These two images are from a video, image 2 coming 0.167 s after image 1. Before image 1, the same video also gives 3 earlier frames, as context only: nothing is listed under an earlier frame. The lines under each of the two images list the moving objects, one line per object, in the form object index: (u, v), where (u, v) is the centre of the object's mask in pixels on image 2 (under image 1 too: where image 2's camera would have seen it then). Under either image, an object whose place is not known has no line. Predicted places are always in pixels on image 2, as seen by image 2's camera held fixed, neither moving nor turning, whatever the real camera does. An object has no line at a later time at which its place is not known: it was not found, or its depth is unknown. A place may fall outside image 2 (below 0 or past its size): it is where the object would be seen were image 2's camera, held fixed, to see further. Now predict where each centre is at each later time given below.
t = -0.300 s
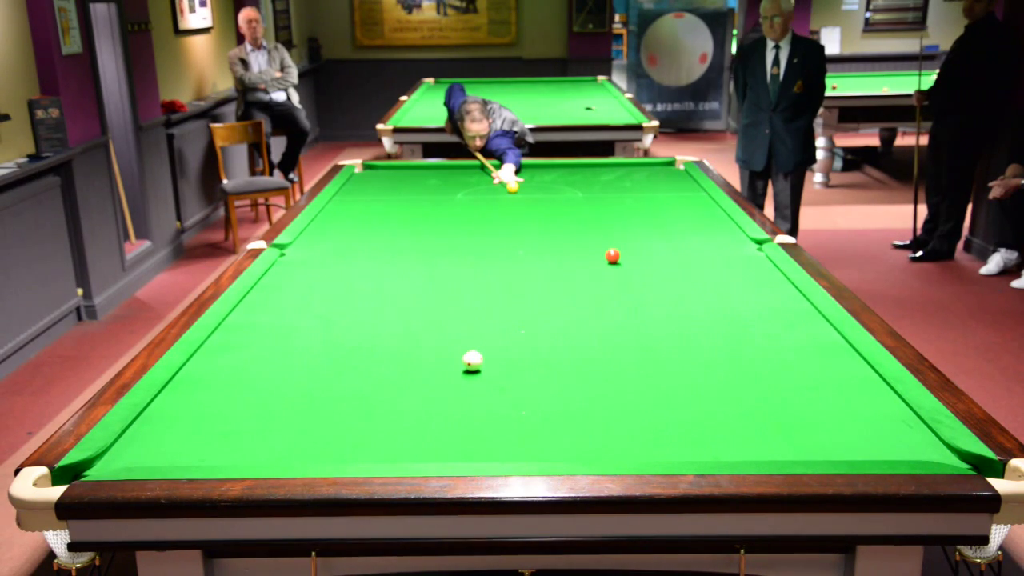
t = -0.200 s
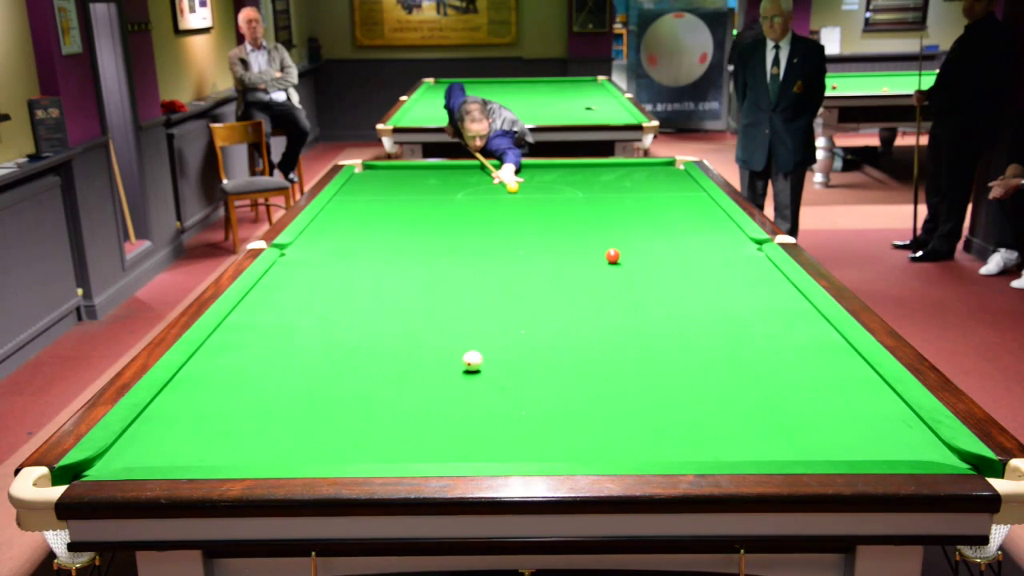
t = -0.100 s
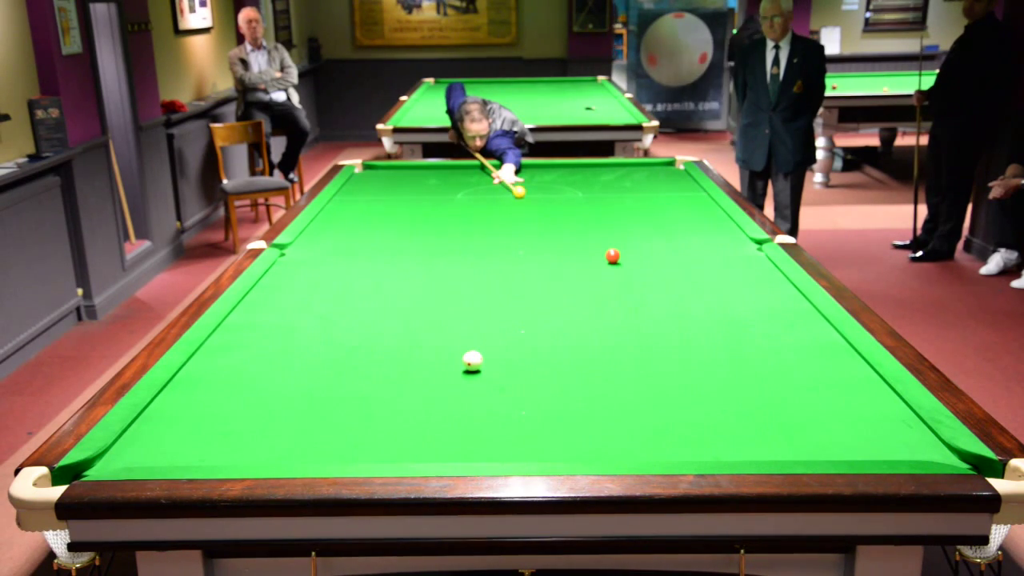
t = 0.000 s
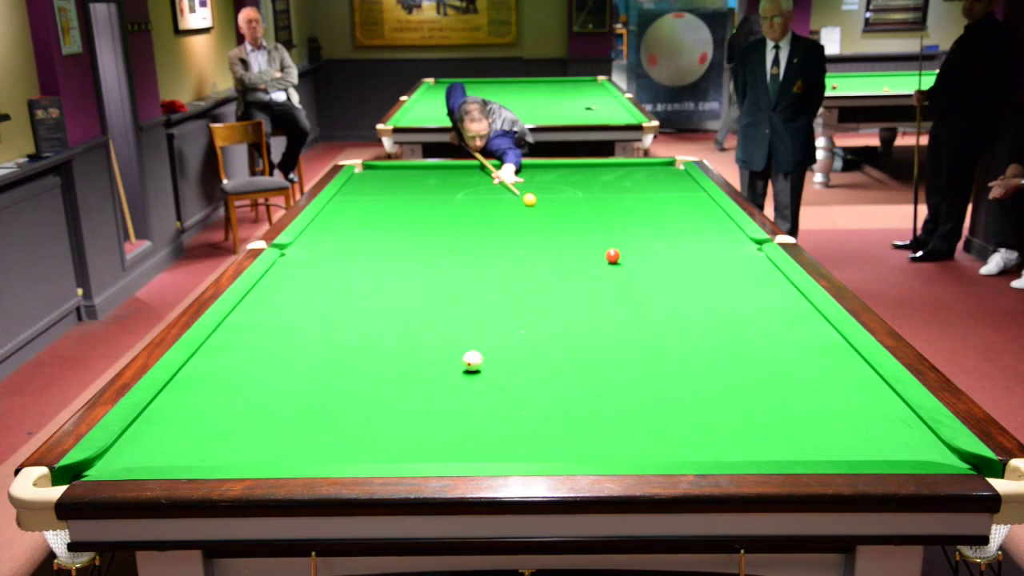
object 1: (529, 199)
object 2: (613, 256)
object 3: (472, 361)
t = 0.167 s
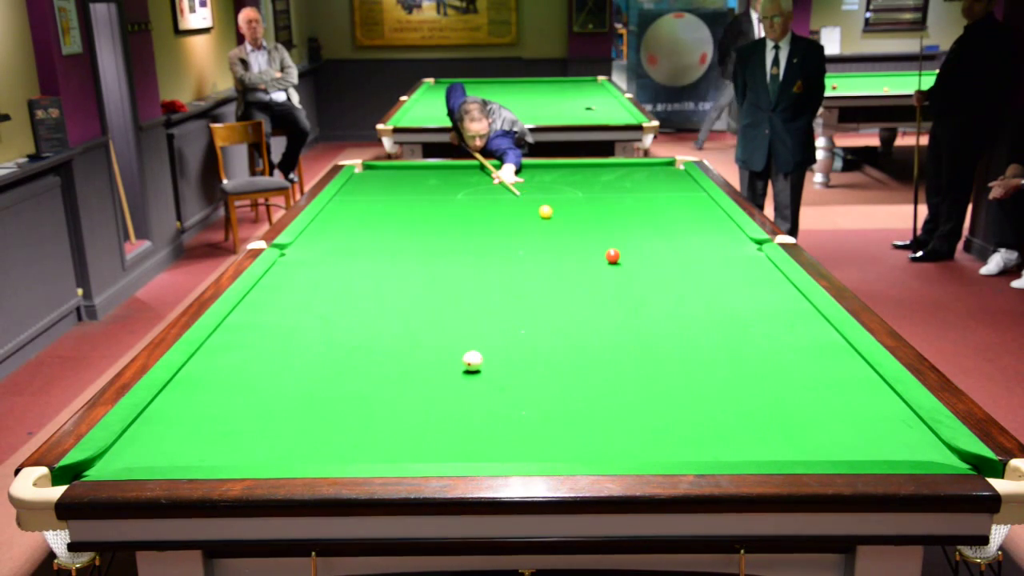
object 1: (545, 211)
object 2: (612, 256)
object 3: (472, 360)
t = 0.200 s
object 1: (548, 214)
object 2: (612, 256)
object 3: (472, 360)
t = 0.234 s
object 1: (551, 216)
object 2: (612, 256)
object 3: (472, 360)
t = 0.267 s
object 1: (554, 218)
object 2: (612, 256)
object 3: (472, 360)
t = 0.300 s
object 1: (557, 220)
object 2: (612, 256)
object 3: (472, 360)
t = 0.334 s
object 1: (560, 222)
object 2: (612, 256)
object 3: (472, 360)
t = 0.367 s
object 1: (563, 225)
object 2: (612, 256)
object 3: (472, 360)
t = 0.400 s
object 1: (566, 227)
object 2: (612, 256)
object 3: (472, 360)
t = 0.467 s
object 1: (573, 232)
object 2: (612, 256)
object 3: (472, 360)
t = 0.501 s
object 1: (576, 234)
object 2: (612, 256)
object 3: (472, 360)
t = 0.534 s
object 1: (579, 236)
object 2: (612, 256)
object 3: (472, 360)
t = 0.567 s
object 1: (583, 239)
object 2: (612, 256)
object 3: (472, 360)
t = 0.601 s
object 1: (586, 242)
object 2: (612, 256)
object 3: (472, 360)
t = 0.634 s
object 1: (590, 244)
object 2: (612, 256)
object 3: (472, 360)
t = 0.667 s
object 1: (593, 247)
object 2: (612, 256)
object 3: (472, 360)
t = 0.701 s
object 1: (597, 250)
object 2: (612, 256)
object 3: (472, 360)
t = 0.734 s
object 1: (600, 252)
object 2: (613, 256)
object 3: (472, 360)
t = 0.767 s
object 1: (600, 254)
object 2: (617, 257)
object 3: (472, 360)
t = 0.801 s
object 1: (597, 255)
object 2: (624, 258)
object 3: (472, 360)
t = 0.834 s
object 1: (595, 256)
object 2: (630, 260)
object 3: (472, 361)
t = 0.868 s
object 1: (593, 258)
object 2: (636, 262)
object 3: (472, 361)
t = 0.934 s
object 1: (590, 261)
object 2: (646, 264)
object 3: (472, 360)
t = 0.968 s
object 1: (588, 262)
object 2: (651, 266)
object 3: (472, 360)
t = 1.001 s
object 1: (587, 264)
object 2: (656, 267)
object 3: (472, 361)
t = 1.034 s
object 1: (585, 265)
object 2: (661, 268)
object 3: (472, 361)
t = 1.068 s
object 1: (584, 266)
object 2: (666, 270)
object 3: (472, 360)
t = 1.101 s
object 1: (582, 268)
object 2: (671, 271)
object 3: (472, 361)
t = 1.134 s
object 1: (580, 269)
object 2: (676, 273)
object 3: (472, 360)
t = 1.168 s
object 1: (579, 271)
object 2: (681, 274)
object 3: (472, 360)
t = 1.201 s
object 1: (577, 272)
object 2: (686, 275)
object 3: (472, 360)
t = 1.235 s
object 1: (576, 274)
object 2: (691, 277)
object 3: (472, 360)
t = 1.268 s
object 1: (574, 275)
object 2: (697, 278)
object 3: (472, 361)
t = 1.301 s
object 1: (573, 277)
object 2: (702, 279)
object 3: (472, 361)
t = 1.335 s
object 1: (571, 279)
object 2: (707, 281)
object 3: (472, 361)
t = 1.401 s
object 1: (568, 282)
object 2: (718, 284)
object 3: (472, 361)
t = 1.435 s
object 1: (566, 283)
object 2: (723, 285)
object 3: (472, 361)
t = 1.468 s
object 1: (564, 285)
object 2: (728, 286)
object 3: (472, 361)
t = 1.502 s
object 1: (563, 286)
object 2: (734, 288)
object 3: (472, 361)
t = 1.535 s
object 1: (561, 288)
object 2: (739, 289)
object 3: (472, 361)
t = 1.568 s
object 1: (559, 289)
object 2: (745, 291)
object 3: (472, 361)
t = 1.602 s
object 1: (557, 291)
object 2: (750, 292)
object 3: (472, 361)
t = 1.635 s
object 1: (556, 293)
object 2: (756, 294)
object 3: (472, 361)
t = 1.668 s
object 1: (554, 294)
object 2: (761, 295)
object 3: (472, 361)
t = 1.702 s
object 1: (552, 296)
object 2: (767, 297)
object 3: (472, 361)
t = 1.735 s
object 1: (551, 297)
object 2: (773, 298)
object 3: (472, 361)
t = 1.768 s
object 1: (549, 299)
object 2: (778, 300)
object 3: (472, 361)
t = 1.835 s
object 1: (545, 302)
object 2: (789, 303)
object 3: (472, 361)
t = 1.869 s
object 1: (543, 304)
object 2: (795, 304)
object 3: (472, 361)
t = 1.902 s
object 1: (542, 306)
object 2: (801, 306)
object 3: (472, 361)
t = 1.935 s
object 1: (540, 307)
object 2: (807, 307)
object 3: (472, 361)
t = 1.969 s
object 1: (538, 309)
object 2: (807, 309)
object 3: (472, 361)
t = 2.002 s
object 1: (536, 311)
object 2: (806, 310)
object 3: (472, 361)
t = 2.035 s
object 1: (534, 313)
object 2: (804, 311)
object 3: (472, 361)
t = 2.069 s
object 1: (533, 314)
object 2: (803, 312)
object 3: (472, 361)
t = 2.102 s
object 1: (531, 316)
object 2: (802, 314)
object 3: (472, 361)
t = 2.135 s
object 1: (529, 318)
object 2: (801, 315)
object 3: (472, 361)
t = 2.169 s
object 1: (527, 319)
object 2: (800, 317)
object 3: (472, 361)
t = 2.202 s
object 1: (525, 321)
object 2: (799, 318)
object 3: (472, 361)
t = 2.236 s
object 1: (523, 323)
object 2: (797, 319)
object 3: (472, 361)
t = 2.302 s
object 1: (519, 326)
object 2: (795, 322)
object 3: (472, 361)
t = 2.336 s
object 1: (517, 328)
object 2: (794, 323)
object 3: (472, 361)
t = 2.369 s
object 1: (516, 330)
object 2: (793, 324)
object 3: (472, 360)
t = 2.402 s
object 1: (514, 332)
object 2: (792, 326)
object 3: (472, 361)
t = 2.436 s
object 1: (512, 333)
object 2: (791, 327)
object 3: (472, 361)
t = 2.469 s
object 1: (510, 335)
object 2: (790, 328)
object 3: (472, 360)
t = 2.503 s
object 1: (508, 337)
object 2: (788, 330)
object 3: (472, 360)
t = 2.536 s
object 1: (506, 339)
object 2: (787, 331)
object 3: (472, 361)
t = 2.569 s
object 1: (504, 340)
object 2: (786, 332)
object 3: (472, 360)
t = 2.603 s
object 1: (502, 342)
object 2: (785, 334)
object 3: (472, 360)
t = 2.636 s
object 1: (500, 344)
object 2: (784, 335)
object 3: (472, 360)
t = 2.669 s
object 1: (498, 346)
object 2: (783, 336)
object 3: (472, 360)
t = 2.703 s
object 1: (496, 348)
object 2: (782, 338)
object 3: (472, 360)
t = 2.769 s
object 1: (492, 351)
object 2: (779, 340)
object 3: (472, 361)
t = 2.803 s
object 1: (490, 353)
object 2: (778, 341)
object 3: (472, 361)
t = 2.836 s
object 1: (489, 355)
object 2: (777, 343)
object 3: (472, 361)
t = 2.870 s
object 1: (488, 356)
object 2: (776, 344)
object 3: (471, 361)
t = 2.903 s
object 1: (488, 357)
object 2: (775, 345)
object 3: (468, 362)
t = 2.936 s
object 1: (488, 358)
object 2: (774, 347)
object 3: (466, 363)
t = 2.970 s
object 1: (489, 359)
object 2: (773, 348)
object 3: (464, 364)
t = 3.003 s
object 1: (489, 359)
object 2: (772, 349)
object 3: (462, 365)
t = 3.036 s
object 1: (490, 360)
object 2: (770, 351)
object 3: (460, 366)
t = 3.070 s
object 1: (490, 361)
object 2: (769, 352)
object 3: (457, 367)
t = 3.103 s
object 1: (491, 362)
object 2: (768, 353)
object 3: (455, 368)
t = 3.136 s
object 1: (491, 362)
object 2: (767, 355)
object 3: (453, 369)
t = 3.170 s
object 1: (492, 363)
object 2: (766, 356)
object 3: (451, 369)
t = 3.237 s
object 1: (493, 365)
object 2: (764, 358)
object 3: (447, 371)
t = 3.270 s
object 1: (493, 365)
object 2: (762, 360)
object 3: (445, 372)
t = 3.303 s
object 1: (494, 366)
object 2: (761, 361)
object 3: (443, 373)
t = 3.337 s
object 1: (494, 366)
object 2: (760, 362)
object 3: (441, 374)
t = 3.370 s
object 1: (495, 367)
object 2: (759, 364)
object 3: (439, 375)
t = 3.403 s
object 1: (495, 368)
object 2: (758, 365)
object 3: (437, 375)
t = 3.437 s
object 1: (495, 368)
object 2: (757, 366)
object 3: (435, 376)
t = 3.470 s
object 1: (496, 369)
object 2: (756, 367)
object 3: (433, 377)
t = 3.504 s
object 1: (496, 370)
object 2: (754, 368)
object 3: (432, 378)
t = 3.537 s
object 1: (496, 370)
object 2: (753, 370)
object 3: (430, 378)
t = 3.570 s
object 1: (497, 371)
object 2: (752, 371)
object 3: (428, 379)
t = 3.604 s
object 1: (497, 371)
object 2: (751, 372)
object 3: (426, 380)
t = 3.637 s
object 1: (497, 372)
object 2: (750, 373)
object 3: (424, 381)
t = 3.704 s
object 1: (498, 373)
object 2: (748, 376)
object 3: (421, 382)
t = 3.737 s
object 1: (499, 373)
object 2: (746, 377)
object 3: (419, 383)
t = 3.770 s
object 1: (499, 374)
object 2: (745, 378)
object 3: (418, 384)
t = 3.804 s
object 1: (499, 374)
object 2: (744, 379)
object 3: (416, 384)
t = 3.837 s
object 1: (499, 375)
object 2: (743, 381)
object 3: (414, 385)
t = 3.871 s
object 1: (500, 375)
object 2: (742, 382)
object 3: (412, 386)
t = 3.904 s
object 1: (500, 376)
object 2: (741, 383)
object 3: (411, 387)
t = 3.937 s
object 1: (500, 375)
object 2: (740, 384)
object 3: (409, 388)
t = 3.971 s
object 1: (501, 376)
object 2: (739, 385)
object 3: (408, 388)
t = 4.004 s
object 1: (501, 376)
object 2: (738, 386)
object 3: (406, 389)
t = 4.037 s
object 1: (501, 377)
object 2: (736, 388)
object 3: (405, 390)
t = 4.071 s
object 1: (501, 378)
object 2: (736, 389)
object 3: (403, 390)
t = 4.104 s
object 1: (501, 378)
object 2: (735, 390)
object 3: (402, 391)
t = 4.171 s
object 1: (502, 378)
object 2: (732, 392)
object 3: (399, 392)
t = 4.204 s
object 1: (502, 378)
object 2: (731, 394)
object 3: (397, 393)
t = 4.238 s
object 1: (502, 378)
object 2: (730, 395)
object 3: (396, 393)
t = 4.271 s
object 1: (502, 378)
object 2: (729, 396)
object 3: (395, 394)
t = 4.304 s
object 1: (502, 379)
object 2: (728, 397)
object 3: (393, 394)
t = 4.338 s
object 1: (502, 379)
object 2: (727, 398)
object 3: (392, 395)
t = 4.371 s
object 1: (502, 379)
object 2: (726, 399)
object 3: (391, 395)
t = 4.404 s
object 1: (502, 379)
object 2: (725, 400)
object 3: (390, 396)
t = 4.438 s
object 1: (502, 379)
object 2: (724, 401)
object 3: (388, 397)
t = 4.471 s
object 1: (502, 380)
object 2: (723, 402)
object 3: (387, 397)
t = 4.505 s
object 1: (502, 380)
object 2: (722, 403)
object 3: (386, 398)
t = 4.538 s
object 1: (502, 380)
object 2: (721, 404)
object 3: (385, 398)
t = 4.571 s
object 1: (502, 380)
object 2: (720, 405)
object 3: (384, 398)
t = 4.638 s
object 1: (502, 380)
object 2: (718, 407)
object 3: (381, 399)
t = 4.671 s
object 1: (502, 380)
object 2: (717, 408)
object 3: (380, 400)
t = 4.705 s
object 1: (502, 380)
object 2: (716, 409)
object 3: (379, 400)
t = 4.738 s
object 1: (502, 380)
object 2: (715, 410)
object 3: (378, 400)
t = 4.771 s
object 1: (502, 380)
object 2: (714, 411)
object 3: (377, 401)
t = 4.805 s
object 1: (502, 380)
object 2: (713, 412)
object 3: (377, 401)
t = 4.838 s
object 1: (502, 380)
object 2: (712, 413)
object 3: (376, 402)
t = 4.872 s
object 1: (502, 380)
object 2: (711, 414)
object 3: (375, 402)
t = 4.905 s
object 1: (502, 380)
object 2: (710, 415)
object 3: (374, 403)
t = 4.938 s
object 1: (502, 380)
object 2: (709, 416)
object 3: (373, 403)
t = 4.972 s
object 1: (502, 380)
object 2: (708, 417)
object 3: (372, 403)
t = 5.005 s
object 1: (502, 380)
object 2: (707, 418)
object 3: (371, 404)
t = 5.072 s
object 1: (502, 380)
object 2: (705, 419)
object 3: (370, 404)
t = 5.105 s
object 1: (502, 380)
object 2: (705, 420)
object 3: (369, 405)
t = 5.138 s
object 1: (502, 380)
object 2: (704, 421)
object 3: (369, 405)
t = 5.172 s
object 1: (502, 380)
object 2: (703, 422)
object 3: (368, 405)
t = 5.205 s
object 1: (502, 380)
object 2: (702, 423)
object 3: (367, 405)
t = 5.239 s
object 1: (502, 380)
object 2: (701, 423)
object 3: (367, 406)
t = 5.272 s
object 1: (502, 380)
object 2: (700, 424)
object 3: (366, 406)
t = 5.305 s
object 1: (502, 380)
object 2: (700, 425)
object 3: (366, 406)
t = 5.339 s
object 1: (502, 380)
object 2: (699, 426)
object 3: (365, 406)
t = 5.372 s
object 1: (502, 380)
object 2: (698, 427)
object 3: (365, 407)
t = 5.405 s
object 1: (502, 380)
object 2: (697, 427)
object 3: (364, 407)
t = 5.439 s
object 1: (502, 380)
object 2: (697, 428)
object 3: (364, 407)
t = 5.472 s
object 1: (502, 380)
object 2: (696, 429)
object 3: (364, 407)
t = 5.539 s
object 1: (502, 380)
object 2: (694, 430)
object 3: (363, 408)
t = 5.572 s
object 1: (502, 380)
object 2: (694, 431)
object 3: (363, 408)
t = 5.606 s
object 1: (502, 380)
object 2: (693, 431)
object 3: (362, 408)
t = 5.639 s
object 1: (502, 380)
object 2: (692, 432)
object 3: (362, 408)
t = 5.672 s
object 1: (502, 380)
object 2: (692, 433)
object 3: (362, 408)
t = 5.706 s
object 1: (502, 380)
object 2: (691, 433)
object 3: (362, 408)
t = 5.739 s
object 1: (502, 380)
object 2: (690, 434)
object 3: (362, 408)
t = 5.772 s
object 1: (502, 380)
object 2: (690, 434)
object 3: (362, 409)
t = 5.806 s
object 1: (502, 380)
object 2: (689, 435)
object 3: (362, 409)
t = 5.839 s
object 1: (502, 380)
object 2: (689, 435)
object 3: (362, 409)
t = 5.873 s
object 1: (502, 380)
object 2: (688, 436)
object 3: (362, 409)
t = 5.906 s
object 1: (502, 380)
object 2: (687, 436)
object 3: (362, 409)
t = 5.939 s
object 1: (502, 380)
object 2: (687, 437)
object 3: (362, 409)
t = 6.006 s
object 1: (502, 380)
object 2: (686, 438)
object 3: (362, 409)
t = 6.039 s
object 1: (502, 380)
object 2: (685, 438)
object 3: (362, 409)
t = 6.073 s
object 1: (502, 380)
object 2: (685, 439)
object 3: (362, 409)
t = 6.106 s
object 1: (502, 380)
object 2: (684, 439)
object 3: (362, 409)
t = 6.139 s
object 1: (502, 380)
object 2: (684, 440)
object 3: (362, 409)
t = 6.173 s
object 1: (502, 380)
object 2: (683, 440)
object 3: (362, 409)
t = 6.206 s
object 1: (502, 380)
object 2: (683, 440)
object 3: (362, 409)
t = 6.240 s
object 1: (502, 380)
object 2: (682, 441)
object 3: (362, 409)
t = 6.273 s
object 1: (502, 380)
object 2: (682, 441)
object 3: (362, 409)
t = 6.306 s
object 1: (502, 380)
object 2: (681, 441)
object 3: (362, 409)
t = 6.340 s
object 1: (502, 380)
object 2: (681, 442)
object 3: (362, 409)
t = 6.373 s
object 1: (502, 380)
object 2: (680, 442)
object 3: (362, 409)
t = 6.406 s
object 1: (502, 380)
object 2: (680, 442)
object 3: (362, 409)
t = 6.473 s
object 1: (502, 380)
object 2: (679, 443)
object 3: (362, 409)
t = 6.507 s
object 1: (502, 380)
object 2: (679, 443)
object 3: (362, 409)
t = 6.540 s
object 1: (502, 380)
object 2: (678, 443)
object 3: (362, 409)
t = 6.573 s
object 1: (502, 380)
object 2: (678, 443)
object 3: (362, 409)
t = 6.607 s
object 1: (502, 380)
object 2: (678, 443)
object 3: (362, 409)
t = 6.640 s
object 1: (502, 380)
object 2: (678, 444)
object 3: (362, 409)
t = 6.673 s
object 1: (502, 380)
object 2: (677, 444)
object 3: (362, 409)
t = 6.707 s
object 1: (502, 380)
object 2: (677, 444)
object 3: (362, 409)
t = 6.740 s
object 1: (502, 380)
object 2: (677, 444)
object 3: (362, 409)
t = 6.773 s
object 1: (502, 380)
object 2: (677, 444)
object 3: (362, 409)
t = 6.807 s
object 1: (502, 380)
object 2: (677, 444)
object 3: (362, 409)
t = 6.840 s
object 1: (502, 380)
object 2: (677, 444)
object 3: (362, 409)
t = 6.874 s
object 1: (502, 380)
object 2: (676, 444)
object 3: (362, 409)
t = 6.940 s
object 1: (502, 380)
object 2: (676, 444)
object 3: (362, 409)
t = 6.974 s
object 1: (502, 380)
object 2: (676, 444)
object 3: (362, 409)
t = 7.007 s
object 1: (502, 380)
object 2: (676, 444)
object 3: (362, 409)
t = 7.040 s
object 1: (502, 380)
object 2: (676, 444)
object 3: (362, 409)
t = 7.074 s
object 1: (502, 380)
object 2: (676, 444)
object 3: (362, 409)
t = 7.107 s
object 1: (502, 380)
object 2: (676, 444)
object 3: (362, 409)
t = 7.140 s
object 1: (502, 380)
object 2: (676, 444)
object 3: (362, 409)
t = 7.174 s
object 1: (502, 380)
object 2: (676, 444)
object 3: (362, 409)
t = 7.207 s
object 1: (502, 380)
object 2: (676, 444)
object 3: (362, 409)
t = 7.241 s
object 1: (502, 380)
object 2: (676, 444)
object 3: (362, 409)
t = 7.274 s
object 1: (502, 380)
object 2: (676, 444)
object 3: (362, 409)
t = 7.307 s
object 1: (502, 380)
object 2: (676, 445)
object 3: (362, 409)
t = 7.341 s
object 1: (502, 380)
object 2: (676, 445)
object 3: (362, 409)
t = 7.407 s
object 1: (502, 380)
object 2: (676, 445)
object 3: (362, 409)
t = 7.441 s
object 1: (502, 380)
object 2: (676, 445)
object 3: (362, 409)
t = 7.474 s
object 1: (502, 380)
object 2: (676, 445)
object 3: (362, 409)
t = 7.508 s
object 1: (502, 380)
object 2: (676, 445)
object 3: (362, 409)
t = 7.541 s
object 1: (502, 380)
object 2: (676, 445)
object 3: (362, 409)
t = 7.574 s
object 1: (502, 380)
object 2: (676, 445)
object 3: (362, 409)
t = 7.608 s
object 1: (502, 380)
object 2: (676, 445)
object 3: (362, 409)
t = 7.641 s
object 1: (502, 380)
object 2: (676, 445)
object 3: (362, 409)
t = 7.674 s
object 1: (502, 380)
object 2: (676, 445)
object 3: (362, 409)
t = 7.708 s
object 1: (502, 380)
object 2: (676, 445)
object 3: (362, 409)
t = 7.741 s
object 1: (502, 380)
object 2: (676, 445)
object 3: (362, 409)
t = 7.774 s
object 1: (502, 380)
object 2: (676, 445)
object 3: (362, 409)
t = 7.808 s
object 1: (502, 380)
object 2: (676, 445)
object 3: (362, 409)
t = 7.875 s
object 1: (502, 380)
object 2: (676, 445)
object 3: (362, 409)
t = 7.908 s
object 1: (502, 380)
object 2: (676, 445)
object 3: (362, 409)
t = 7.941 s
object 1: (502, 380)
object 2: (676, 445)
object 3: (362, 409)
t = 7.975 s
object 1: (502, 380)
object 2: (676, 445)
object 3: (362, 409)
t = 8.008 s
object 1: (502, 380)
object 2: (676, 445)
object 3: (362, 409)
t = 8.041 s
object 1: (502, 380)
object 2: (676, 445)
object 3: (362, 409)
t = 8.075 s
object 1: (502, 380)
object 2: (676, 445)
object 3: (362, 409)
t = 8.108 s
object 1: (502, 380)
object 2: (676, 445)
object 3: (362, 409)
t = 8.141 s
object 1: (502, 380)
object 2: (676, 445)
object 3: (362, 409)
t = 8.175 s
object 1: (502, 380)
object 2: (676, 445)
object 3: (362, 409)
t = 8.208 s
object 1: (502, 380)
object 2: (676, 445)
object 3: (362, 409)
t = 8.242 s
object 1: (502, 380)
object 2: (676, 445)
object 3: (362, 409)
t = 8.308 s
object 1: (502, 380)
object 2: (676, 445)
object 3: (362, 409)
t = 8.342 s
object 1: (502, 380)
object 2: (676, 445)
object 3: (362, 409)
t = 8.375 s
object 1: (502, 380)
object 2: (676, 445)
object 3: (362, 409)
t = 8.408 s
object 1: (502, 380)
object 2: (676, 445)
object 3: (362, 409)
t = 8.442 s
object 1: (502, 380)
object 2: (676, 445)
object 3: (362, 409)
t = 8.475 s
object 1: (502, 380)
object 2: (676, 445)
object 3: (362, 409)
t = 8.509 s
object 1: (502, 380)
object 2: (676, 445)
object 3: (362, 409)
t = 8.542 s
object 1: (502, 380)
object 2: (676, 445)
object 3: (362, 409)
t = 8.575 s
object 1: (502, 380)
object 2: (676, 445)
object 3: (362, 409)
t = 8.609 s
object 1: (502, 380)
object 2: (676, 445)
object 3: (362, 409)
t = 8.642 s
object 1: (502, 380)
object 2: (676, 445)
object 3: (362, 409)
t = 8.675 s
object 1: (502, 380)
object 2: (676, 445)
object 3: (362, 409)
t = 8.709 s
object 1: (502, 380)
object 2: (676, 445)
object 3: (362, 409)
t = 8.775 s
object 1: (502, 380)
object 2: (676, 445)
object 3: (362, 409)
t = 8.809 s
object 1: (502, 380)
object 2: (676, 445)
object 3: (362, 409)
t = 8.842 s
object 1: (502, 380)
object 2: (676, 445)
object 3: (362, 409)
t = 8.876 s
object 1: (502, 380)
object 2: (676, 445)
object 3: (362, 409)
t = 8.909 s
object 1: (502, 380)
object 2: (676, 445)
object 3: (362, 409)
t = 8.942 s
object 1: (502, 380)
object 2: (676, 445)
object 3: (362, 409)
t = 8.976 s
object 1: (502, 380)
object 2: (676, 445)
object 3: (362, 409)
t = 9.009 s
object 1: (502, 380)
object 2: (676, 445)
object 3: (362, 409)
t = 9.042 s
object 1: (502, 380)
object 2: (676, 445)
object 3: (362, 409)
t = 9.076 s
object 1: (502, 380)
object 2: (676, 445)
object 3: (362, 409)
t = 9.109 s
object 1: (502, 380)
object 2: (676, 445)
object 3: (362, 409)
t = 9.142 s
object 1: (502, 380)
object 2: (676, 445)
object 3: (362, 409)
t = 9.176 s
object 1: (502, 380)
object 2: (676, 445)
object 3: (362, 409)
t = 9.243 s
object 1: (502, 380)
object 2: (676, 445)
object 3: (362, 409)
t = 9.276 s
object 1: (502, 380)
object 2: (676, 445)
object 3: (362, 409)
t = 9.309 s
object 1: (502, 380)
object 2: (676, 445)
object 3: (362, 409)
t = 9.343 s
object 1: (502, 380)
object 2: (676, 445)
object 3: (362, 409)
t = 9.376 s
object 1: (502, 380)
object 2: (676, 445)
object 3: (362, 409)
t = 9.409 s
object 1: (502, 380)
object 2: (676, 445)
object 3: (362, 409)
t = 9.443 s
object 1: (502, 380)
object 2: (676, 445)
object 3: (362, 409)
